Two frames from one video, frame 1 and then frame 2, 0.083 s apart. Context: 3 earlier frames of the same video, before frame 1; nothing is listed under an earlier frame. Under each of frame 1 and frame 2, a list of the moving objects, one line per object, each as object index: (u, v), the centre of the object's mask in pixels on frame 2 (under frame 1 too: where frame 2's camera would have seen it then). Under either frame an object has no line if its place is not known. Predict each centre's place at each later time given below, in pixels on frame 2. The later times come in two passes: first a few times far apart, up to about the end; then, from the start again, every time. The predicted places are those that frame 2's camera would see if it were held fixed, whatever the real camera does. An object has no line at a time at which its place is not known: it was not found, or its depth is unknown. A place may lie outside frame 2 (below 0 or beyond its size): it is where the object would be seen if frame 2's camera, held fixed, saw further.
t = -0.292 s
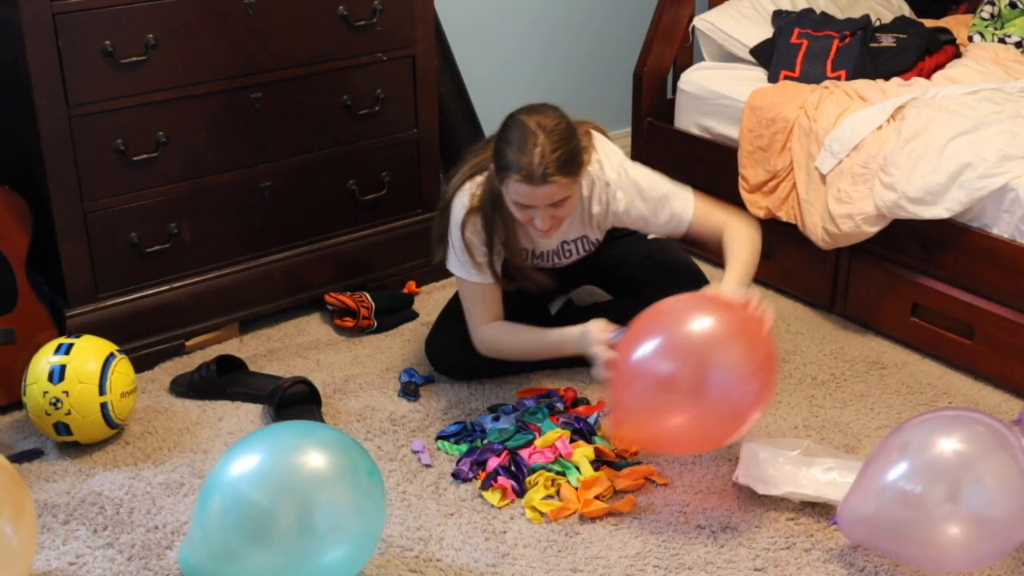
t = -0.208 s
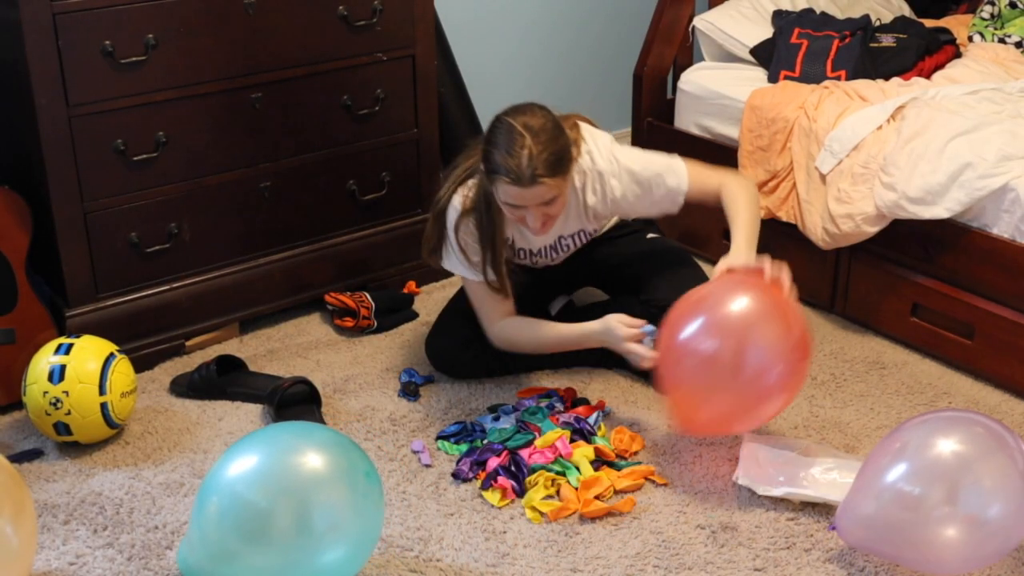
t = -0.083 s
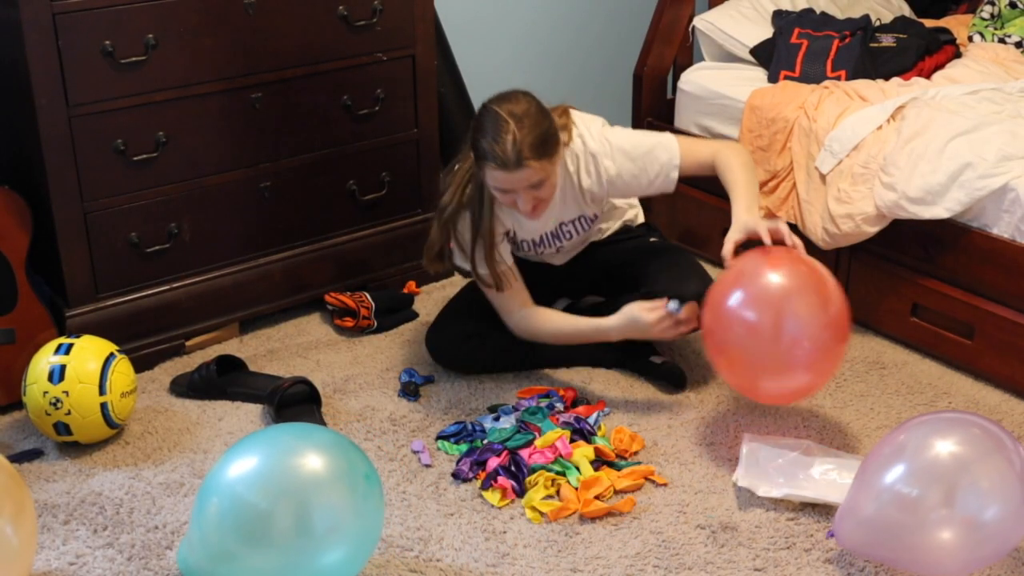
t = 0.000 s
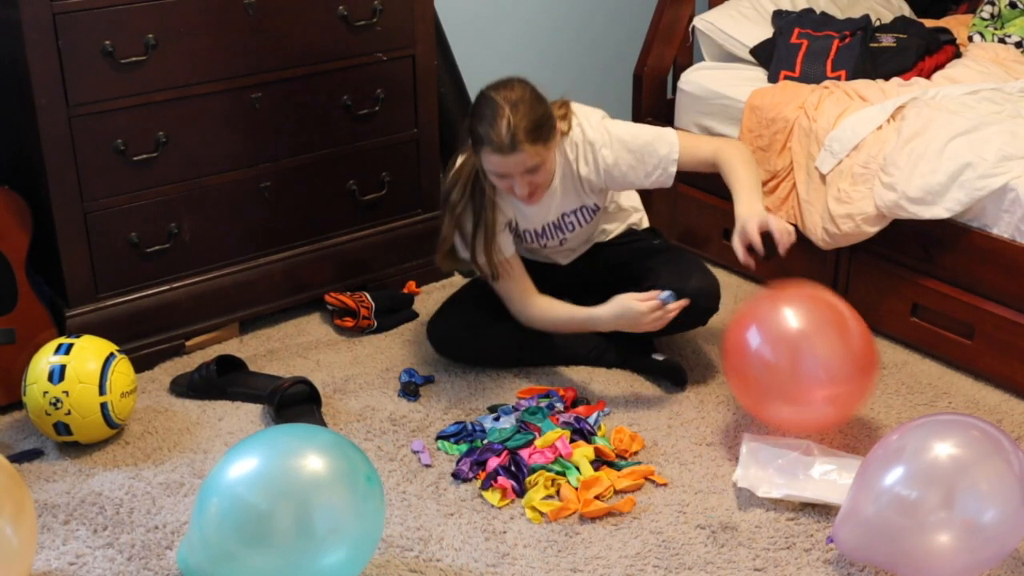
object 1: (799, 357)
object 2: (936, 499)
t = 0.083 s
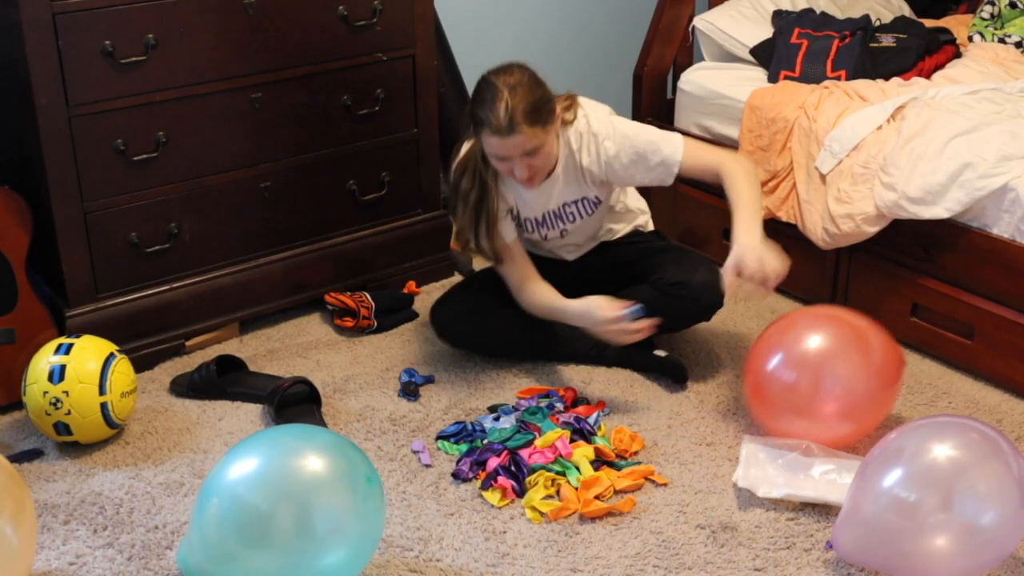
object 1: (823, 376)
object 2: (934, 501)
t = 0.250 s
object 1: (856, 341)
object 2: (932, 504)
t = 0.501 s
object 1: (891, 320)
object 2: (933, 509)
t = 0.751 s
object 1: (906, 337)
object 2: (934, 514)
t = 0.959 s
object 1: (912, 371)
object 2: (933, 516)
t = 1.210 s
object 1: (931, 356)
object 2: (931, 519)
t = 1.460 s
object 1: (945, 360)
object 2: (930, 520)
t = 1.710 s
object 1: (957, 366)
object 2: (929, 520)
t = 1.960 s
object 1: (969, 366)
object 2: (930, 520)
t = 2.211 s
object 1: (968, 372)
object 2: (931, 519)
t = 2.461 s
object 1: (965, 373)
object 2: (932, 518)
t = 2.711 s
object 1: (962, 372)
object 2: (933, 516)
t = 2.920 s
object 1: (962, 371)
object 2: (933, 515)
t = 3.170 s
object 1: (965, 370)
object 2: (933, 514)
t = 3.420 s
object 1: (967, 370)
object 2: (933, 513)
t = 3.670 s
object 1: (969, 369)
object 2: (933, 513)
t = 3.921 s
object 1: (969, 368)
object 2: (933, 513)
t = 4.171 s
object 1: (966, 368)
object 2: (933, 512)
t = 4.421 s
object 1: (964, 367)
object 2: (933, 512)
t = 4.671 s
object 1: (963, 367)
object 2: (933, 512)
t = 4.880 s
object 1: (964, 367)
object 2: (933, 512)
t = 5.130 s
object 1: (965, 368)
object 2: (933, 511)
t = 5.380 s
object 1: (965, 368)
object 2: (934, 511)
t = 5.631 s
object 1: (966, 369)
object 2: (934, 510)
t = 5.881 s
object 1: (966, 368)
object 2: (934, 510)
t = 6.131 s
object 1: (966, 368)
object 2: (934, 509)
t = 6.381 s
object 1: (966, 367)
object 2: (934, 509)
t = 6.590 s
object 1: (965, 367)
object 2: (934, 509)
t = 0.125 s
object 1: (831, 367)
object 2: (933, 502)
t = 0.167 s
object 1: (840, 357)
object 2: (933, 502)
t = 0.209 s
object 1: (848, 349)
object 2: (933, 503)
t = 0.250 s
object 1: (856, 341)
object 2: (932, 504)
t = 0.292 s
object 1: (863, 334)
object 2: (932, 504)
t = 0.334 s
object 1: (869, 328)
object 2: (932, 505)
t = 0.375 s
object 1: (875, 324)
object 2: (932, 506)
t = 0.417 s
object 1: (881, 322)
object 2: (932, 507)
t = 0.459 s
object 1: (886, 320)
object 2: (933, 508)
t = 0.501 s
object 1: (891, 320)
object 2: (933, 509)
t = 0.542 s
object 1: (894, 321)
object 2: (934, 510)
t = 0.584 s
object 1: (897, 323)
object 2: (934, 511)
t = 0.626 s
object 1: (900, 325)
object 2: (935, 512)
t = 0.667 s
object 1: (902, 328)
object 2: (934, 512)
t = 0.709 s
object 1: (904, 332)
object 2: (935, 513)
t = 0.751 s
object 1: (906, 337)
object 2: (934, 514)
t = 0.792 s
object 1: (908, 342)
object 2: (934, 514)
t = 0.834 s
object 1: (909, 348)
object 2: (934, 515)
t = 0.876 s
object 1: (910, 355)
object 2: (934, 515)
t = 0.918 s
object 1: (911, 363)
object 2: (933, 516)
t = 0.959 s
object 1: (912, 371)
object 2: (933, 516)
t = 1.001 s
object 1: (913, 375)
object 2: (932, 517)
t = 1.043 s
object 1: (918, 370)
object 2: (932, 517)
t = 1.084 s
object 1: (922, 366)
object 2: (932, 518)
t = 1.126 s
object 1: (925, 362)
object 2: (932, 518)
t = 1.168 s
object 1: (928, 358)
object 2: (932, 519)
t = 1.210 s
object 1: (931, 356)
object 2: (931, 519)
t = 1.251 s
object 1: (934, 355)
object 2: (931, 519)
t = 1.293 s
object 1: (937, 354)
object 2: (931, 519)
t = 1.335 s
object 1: (939, 354)
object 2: (931, 520)
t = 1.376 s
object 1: (941, 355)
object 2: (930, 520)
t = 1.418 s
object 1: (943, 357)
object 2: (930, 520)
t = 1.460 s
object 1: (945, 360)
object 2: (930, 520)
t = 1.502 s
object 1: (946, 363)
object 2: (930, 520)
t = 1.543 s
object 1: (948, 364)
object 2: (929, 520)
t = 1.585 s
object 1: (951, 364)
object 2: (929, 520)
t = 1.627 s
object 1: (953, 365)
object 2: (929, 520)
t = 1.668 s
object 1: (955, 365)
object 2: (929, 520)
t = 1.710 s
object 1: (957, 366)
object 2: (929, 520)
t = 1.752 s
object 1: (959, 366)
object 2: (930, 520)
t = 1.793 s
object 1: (961, 367)
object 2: (930, 520)
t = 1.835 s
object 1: (963, 367)
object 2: (930, 520)
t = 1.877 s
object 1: (965, 366)
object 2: (930, 520)
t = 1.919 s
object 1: (967, 366)
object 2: (930, 519)
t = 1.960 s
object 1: (969, 366)
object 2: (930, 520)
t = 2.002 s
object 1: (970, 366)
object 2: (930, 519)
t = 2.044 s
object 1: (969, 367)
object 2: (931, 519)
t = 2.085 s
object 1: (969, 368)
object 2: (931, 519)
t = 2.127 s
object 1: (969, 369)
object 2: (931, 519)
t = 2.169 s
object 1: (968, 370)
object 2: (931, 519)
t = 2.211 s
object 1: (968, 372)
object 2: (931, 519)
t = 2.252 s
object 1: (967, 372)
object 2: (931, 519)
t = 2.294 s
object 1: (967, 373)
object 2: (932, 519)
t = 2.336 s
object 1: (966, 373)
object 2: (932, 518)
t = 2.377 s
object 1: (966, 373)
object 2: (932, 518)
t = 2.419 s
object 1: (965, 373)
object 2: (932, 518)
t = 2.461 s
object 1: (965, 373)
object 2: (932, 518)
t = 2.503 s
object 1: (964, 373)
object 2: (933, 517)
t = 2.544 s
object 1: (964, 373)
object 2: (933, 517)
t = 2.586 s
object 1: (963, 372)
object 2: (933, 517)
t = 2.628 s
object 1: (963, 372)
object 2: (933, 517)
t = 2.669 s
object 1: (962, 372)
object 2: (933, 516)
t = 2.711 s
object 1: (962, 372)
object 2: (933, 516)
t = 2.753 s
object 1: (962, 371)
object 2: (933, 516)
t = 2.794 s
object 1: (962, 371)
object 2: (933, 516)
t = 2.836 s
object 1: (962, 371)
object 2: (933, 515)
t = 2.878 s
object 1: (962, 371)
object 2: (933, 515)
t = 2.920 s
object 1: (962, 371)
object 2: (933, 515)
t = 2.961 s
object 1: (962, 370)
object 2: (933, 515)
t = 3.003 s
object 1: (963, 370)
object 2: (933, 515)
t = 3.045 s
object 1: (963, 370)
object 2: (933, 514)
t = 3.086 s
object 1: (963, 370)
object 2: (933, 514)
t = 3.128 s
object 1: (964, 370)
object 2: (933, 514)
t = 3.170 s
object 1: (965, 370)
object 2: (933, 514)
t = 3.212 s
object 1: (965, 370)
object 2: (933, 514)
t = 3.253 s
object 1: (966, 370)
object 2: (933, 514)
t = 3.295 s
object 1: (966, 370)
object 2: (933, 514)
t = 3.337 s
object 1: (967, 370)
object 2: (933, 514)
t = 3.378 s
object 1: (967, 370)
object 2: (933, 513)
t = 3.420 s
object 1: (967, 370)
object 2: (933, 513)
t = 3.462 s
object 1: (968, 369)
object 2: (933, 513)
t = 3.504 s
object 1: (969, 369)
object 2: (933, 513)
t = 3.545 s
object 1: (969, 369)
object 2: (933, 513)
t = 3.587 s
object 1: (969, 369)
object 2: (933, 513)
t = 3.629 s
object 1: (969, 369)
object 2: (933, 513)
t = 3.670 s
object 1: (969, 369)
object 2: (933, 513)
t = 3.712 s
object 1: (969, 369)
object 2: (933, 513)
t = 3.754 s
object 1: (969, 369)
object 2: (933, 513)
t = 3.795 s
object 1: (969, 369)
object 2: (933, 513)
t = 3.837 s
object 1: (969, 368)
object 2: (933, 513)
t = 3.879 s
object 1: (968, 369)
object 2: (933, 513)
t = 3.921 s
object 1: (969, 368)
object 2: (933, 513)
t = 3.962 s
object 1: (968, 369)
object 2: (933, 513)
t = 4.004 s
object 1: (968, 368)
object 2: (933, 513)
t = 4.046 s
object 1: (967, 368)
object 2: (933, 513)
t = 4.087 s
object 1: (967, 368)
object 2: (933, 513)
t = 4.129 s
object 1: (967, 368)
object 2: (933, 513)
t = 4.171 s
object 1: (966, 368)
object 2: (933, 512)
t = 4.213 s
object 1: (966, 368)
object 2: (933, 513)
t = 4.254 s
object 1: (965, 368)
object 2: (933, 513)
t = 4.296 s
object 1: (965, 367)
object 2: (933, 512)
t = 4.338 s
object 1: (964, 367)
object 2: (933, 512)
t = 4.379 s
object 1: (964, 367)
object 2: (933, 512)
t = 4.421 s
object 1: (964, 367)
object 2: (933, 512)
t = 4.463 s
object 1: (964, 367)
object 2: (933, 512)
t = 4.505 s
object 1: (963, 367)
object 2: (933, 512)
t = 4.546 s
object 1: (963, 367)
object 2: (933, 512)
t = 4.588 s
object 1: (963, 367)
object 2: (933, 512)
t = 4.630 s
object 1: (963, 367)
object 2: (933, 512)
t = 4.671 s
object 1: (963, 367)
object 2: (933, 512)
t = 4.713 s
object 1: (963, 367)
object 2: (933, 512)
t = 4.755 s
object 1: (963, 367)
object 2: (933, 512)
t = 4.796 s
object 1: (963, 367)
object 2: (933, 512)
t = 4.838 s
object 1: (963, 367)
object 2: (933, 512)
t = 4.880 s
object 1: (964, 367)
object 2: (933, 512)
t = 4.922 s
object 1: (964, 367)
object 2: (933, 512)
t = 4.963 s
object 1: (964, 367)
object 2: (933, 512)
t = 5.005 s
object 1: (964, 368)
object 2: (933, 512)
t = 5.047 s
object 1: (964, 367)
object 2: (933, 512)
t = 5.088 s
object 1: (965, 368)
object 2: (933, 511)
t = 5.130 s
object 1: (965, 368)
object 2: (933, 511)
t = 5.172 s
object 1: (965, 368)
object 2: (933, 511)
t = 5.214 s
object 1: (965, 368)
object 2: (934, 511)
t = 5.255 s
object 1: (965, 368)
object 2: (934, 511)
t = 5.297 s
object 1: (965, 368)
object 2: (934, 511)
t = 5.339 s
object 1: (965, 368)
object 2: (934, 511)
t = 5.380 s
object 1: (965, 368)
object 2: (934, 511)
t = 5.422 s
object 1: (965, 368)
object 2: (934, 511)
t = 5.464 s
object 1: (966, 368)
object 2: (934, 511)
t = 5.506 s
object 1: (965, 369)
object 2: (934, 511)
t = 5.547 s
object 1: (966, 368)
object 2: (934, 510)
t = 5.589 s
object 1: (966, 368)
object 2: (934, 510)
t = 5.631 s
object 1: (966, 369)
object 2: (934, 510)
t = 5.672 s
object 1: (966, 368)
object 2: (934, 510)
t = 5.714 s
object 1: (966, 368)
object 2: (934, 510)
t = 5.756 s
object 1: (966, 368)
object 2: (934, 510)
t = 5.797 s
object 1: (966, 368)
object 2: (934, 510)
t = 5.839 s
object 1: (966, 368)
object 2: (934, 510)
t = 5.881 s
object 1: (966, 368)
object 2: (934, 510)
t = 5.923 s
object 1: (965, 368)
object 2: (934, 509)
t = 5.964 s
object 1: (966, 368)
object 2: (934, 509)
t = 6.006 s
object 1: (966, 368)
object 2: (934, 509)
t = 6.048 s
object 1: (966, 368)
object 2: (934, 509)
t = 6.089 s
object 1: (966, 368)
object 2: (934, 509)
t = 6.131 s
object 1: (966, 368)
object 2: (934, 509)
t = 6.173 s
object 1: (966, 368)
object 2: (934, 509)
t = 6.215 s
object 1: (966, 368)
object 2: (934, 509)
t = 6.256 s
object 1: (966, 368)
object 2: (934, 509)
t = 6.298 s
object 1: (966, 368)
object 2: (934, 509)
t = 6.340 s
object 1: (966, 367)
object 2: (934, 509)
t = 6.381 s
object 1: (966, 367)
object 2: (934, 509)
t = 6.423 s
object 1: (966, 367)
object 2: (934, 509)
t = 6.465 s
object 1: (966, 367)
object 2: (934, 509)
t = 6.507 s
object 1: (966, 367)
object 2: (934, 509)
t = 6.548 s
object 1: (966, 367)
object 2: (934, 509)
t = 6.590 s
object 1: (965, 367)
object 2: (934, 509)
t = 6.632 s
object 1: (966, 367)
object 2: (934, 509)
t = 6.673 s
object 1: (965, 366)
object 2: (934, 509)
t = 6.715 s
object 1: (966, 367)
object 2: (934, 509)
